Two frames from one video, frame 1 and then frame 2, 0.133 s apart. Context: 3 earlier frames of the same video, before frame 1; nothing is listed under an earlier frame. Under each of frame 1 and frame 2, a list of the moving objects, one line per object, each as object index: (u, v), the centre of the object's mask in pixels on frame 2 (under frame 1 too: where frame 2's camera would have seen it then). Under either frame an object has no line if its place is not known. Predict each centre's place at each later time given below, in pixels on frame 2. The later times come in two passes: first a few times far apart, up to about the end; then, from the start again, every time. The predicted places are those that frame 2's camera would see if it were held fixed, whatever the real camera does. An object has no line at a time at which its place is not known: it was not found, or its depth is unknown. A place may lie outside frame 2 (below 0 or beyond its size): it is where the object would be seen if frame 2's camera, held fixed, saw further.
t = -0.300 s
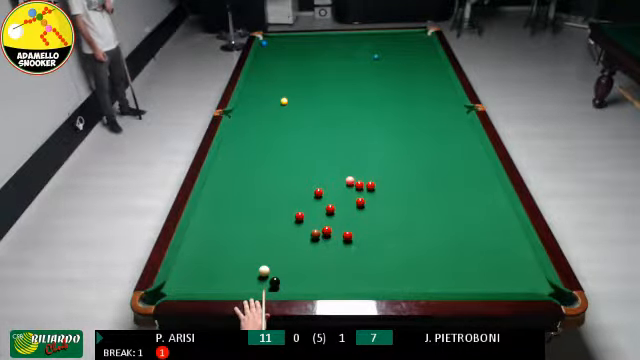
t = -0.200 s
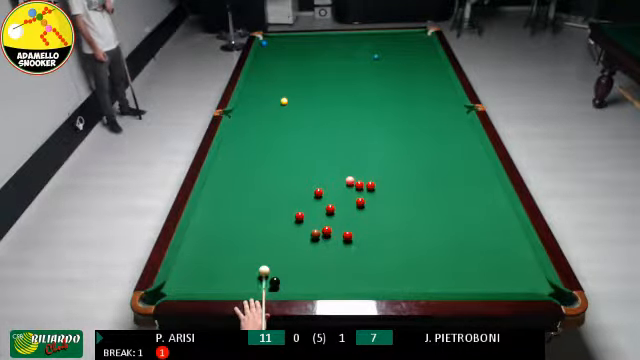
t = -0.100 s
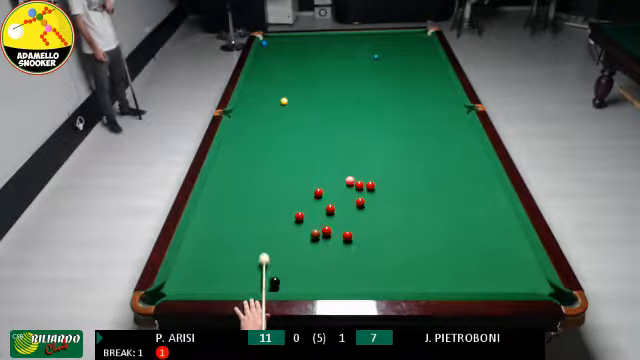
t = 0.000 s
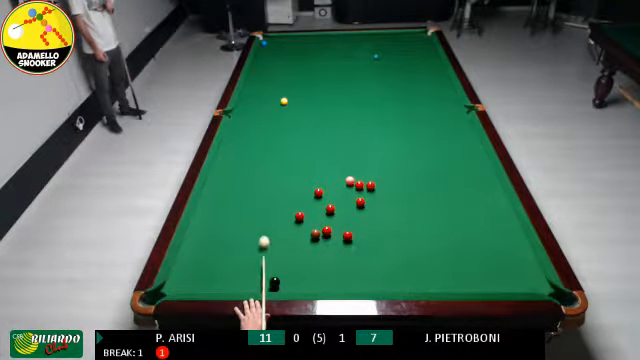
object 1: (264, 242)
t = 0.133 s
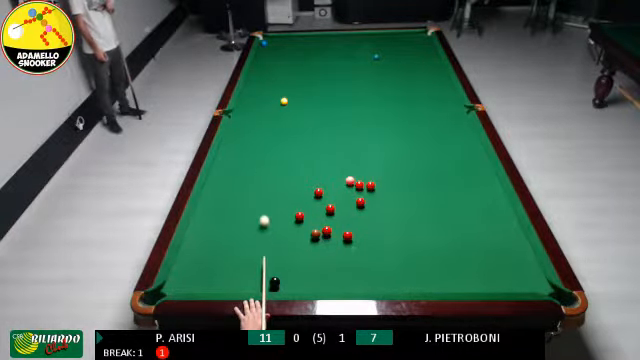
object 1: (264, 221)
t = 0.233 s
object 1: (264, 207)
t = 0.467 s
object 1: (264, 178)
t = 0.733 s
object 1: (264, 151)
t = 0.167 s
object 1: (264, 216)
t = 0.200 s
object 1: (264, 212)
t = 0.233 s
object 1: (264, 207)
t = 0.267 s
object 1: (264, 202)
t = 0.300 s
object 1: (264, 198)
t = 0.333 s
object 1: (264, 194)
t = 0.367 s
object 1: (264, 190)
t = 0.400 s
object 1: (264, 186)
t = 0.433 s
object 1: (264, 182)
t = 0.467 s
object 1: (264, 178)
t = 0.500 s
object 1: (264, 174)
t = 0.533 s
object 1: (264, 171)
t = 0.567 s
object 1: (264, 167)
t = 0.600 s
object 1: (264, 164)
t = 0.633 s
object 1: (264, 161)
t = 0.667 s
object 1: (264, 157)
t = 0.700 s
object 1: (264, 154)
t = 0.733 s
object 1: (264, 151)
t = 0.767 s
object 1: (264, 148)
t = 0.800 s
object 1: (264, 145)
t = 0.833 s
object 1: (264, 142)
